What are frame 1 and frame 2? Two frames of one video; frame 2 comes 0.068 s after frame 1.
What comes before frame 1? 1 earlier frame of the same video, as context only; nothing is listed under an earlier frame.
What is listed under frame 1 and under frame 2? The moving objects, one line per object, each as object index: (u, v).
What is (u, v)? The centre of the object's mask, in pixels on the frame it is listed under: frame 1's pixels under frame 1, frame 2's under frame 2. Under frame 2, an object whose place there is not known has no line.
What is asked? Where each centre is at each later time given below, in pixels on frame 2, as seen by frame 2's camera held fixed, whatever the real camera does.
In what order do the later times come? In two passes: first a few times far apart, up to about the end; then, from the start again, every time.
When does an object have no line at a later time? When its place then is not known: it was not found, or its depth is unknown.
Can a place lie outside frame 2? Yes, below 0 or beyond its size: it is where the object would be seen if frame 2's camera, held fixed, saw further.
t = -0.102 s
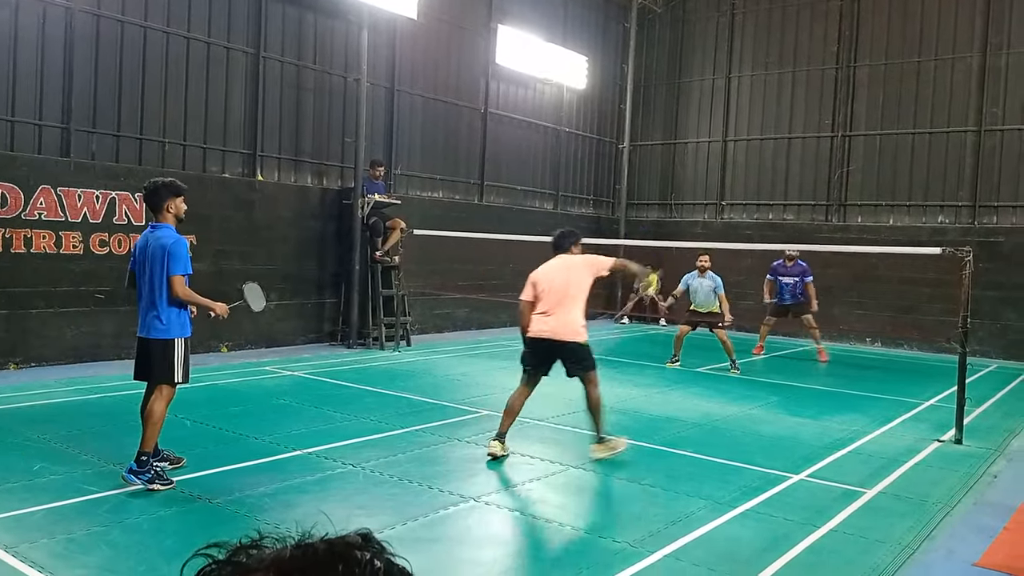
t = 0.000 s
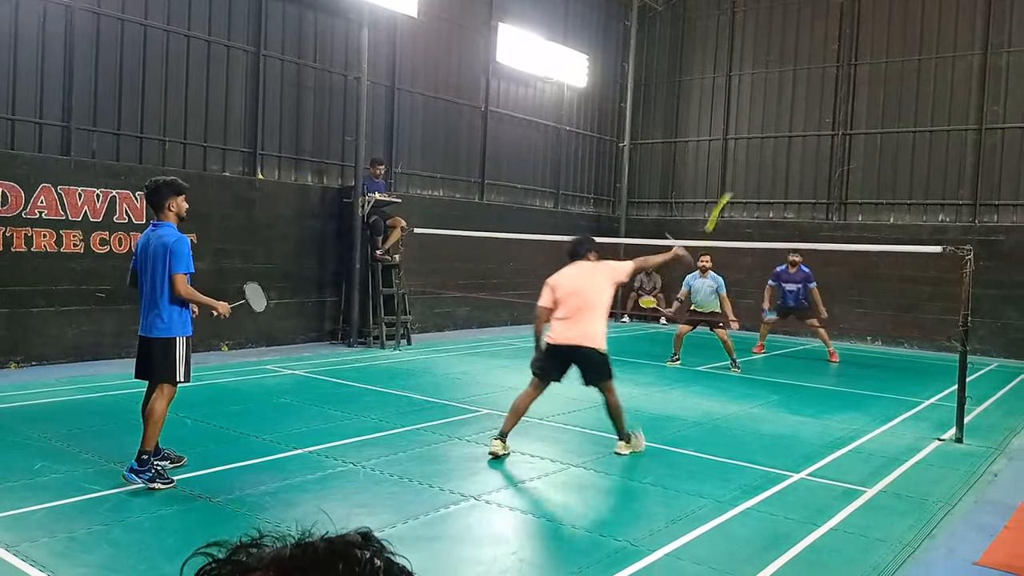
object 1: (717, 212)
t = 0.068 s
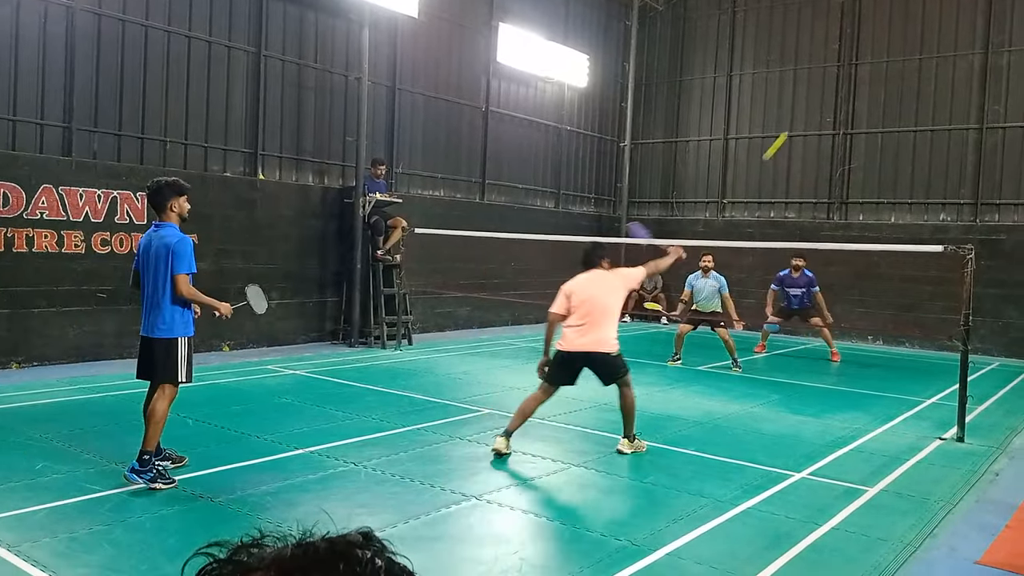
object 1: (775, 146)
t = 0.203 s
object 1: (842, 76)
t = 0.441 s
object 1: (905, 41)
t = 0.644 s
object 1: (936, 54)
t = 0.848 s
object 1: (958, 91)
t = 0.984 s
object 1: (968, 126)
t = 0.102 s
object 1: (796, 122)
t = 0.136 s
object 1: (813, 104)
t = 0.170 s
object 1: (829, 88)
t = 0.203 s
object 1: (842, 76)
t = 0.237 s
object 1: (854, 66)
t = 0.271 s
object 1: (865, 58)
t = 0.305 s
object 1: (874, 52)
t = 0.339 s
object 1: (883, 48)
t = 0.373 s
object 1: (891, 44)
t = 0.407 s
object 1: (898, 42)
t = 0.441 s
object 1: (905, 41)
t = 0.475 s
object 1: (911, 41)
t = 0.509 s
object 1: (917, 42)
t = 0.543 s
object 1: (922, 44)
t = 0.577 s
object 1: (927, 46)
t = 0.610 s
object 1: (932, 49)
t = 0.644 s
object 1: (936, 54)
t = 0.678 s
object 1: (940, 59)
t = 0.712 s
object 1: (945, 64)
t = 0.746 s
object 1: (948, 70)
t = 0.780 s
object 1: (952, 76)
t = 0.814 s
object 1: (955, 84)
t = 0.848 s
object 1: (958, 91)
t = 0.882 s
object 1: (961, 99)
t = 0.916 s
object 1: (963, 108)
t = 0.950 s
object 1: (965, 116)
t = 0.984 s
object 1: (968, 126)
